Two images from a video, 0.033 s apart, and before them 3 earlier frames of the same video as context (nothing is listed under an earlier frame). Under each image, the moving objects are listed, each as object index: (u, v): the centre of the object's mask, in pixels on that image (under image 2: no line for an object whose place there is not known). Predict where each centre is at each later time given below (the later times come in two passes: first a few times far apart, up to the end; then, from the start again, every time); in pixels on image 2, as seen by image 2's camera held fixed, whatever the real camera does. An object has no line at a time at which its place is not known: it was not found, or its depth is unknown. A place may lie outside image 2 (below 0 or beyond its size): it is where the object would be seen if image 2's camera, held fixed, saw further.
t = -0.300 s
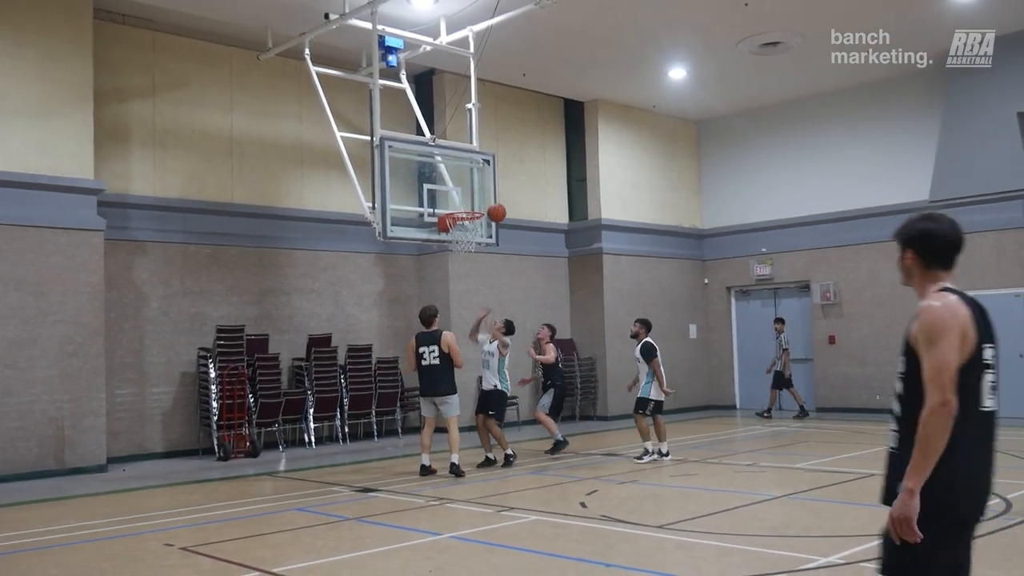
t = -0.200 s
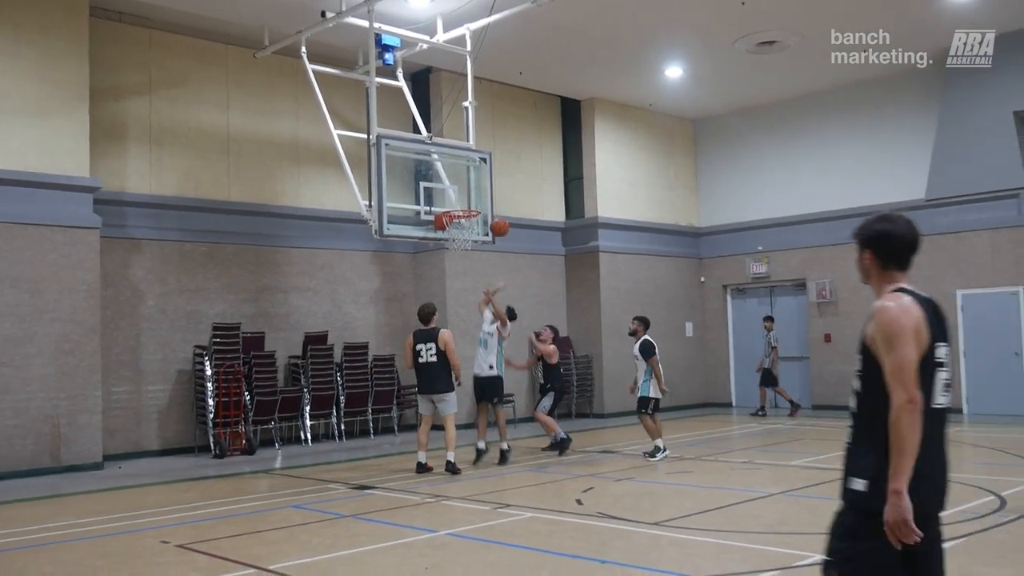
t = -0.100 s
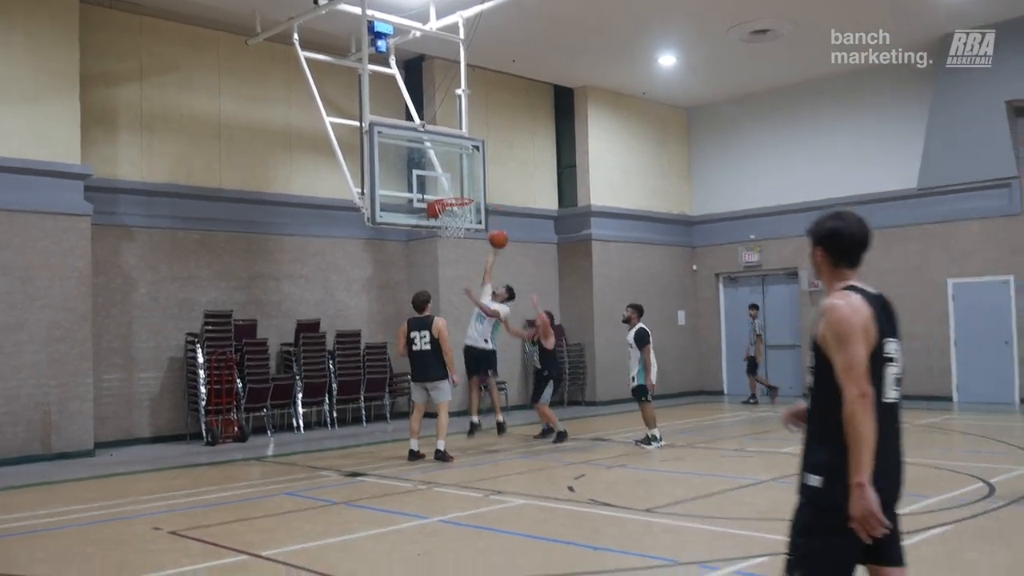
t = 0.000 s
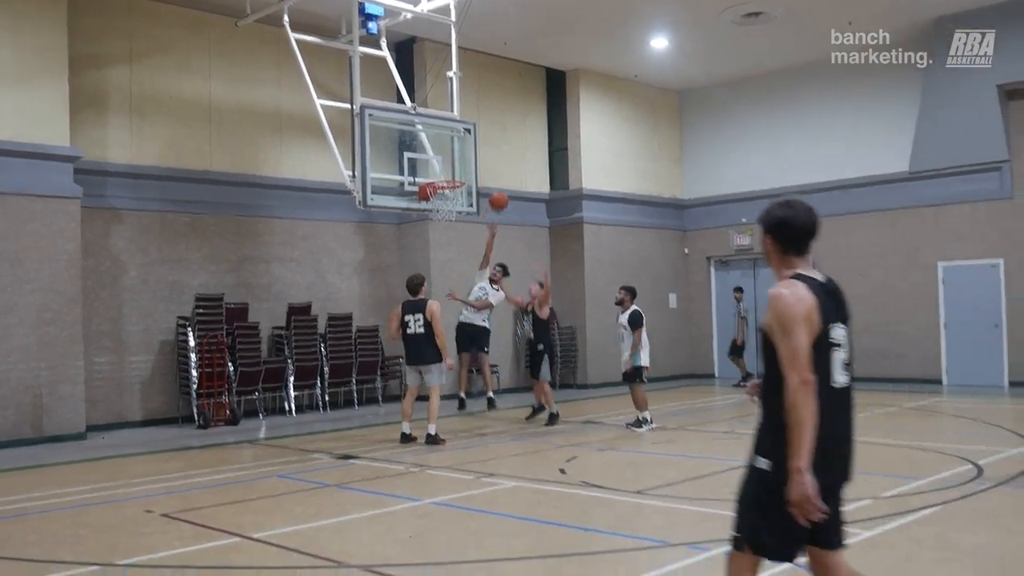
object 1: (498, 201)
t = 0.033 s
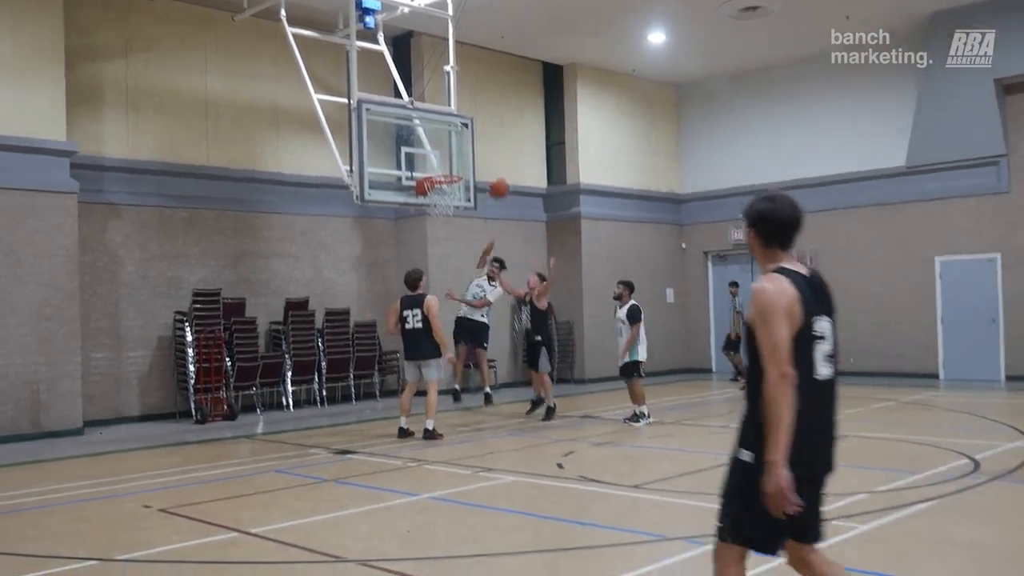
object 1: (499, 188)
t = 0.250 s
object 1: (520, 154)
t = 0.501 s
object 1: (559, 166)
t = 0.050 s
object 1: (500, 184)
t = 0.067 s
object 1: (501, 181)
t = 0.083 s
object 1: (503, 178)
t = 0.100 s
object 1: (504, 174)
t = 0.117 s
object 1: (506, 171)
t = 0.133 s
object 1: (507, 168)
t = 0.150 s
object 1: (509, 166)
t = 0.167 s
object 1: (511, 163)
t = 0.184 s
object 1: (512, 161)
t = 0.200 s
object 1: (514, 159)
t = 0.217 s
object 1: (516, 157)
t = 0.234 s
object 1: (518, 156)
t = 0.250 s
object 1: (520, 154)
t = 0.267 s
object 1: (522, 153)
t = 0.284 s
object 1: (524, 152)
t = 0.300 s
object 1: (526, 151)
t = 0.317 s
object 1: (528, 151)
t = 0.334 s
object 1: (531, 151)
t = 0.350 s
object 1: (533, 151)
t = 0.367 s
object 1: (536, 151)
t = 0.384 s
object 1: (538, 152)
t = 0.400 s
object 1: (541, 153)
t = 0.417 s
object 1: (544, 154)
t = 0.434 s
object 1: (546, 156)
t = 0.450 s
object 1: (549, 158)
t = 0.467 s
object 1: (552, 161)
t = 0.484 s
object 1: (555, 164)
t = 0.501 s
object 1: (559, 166)
